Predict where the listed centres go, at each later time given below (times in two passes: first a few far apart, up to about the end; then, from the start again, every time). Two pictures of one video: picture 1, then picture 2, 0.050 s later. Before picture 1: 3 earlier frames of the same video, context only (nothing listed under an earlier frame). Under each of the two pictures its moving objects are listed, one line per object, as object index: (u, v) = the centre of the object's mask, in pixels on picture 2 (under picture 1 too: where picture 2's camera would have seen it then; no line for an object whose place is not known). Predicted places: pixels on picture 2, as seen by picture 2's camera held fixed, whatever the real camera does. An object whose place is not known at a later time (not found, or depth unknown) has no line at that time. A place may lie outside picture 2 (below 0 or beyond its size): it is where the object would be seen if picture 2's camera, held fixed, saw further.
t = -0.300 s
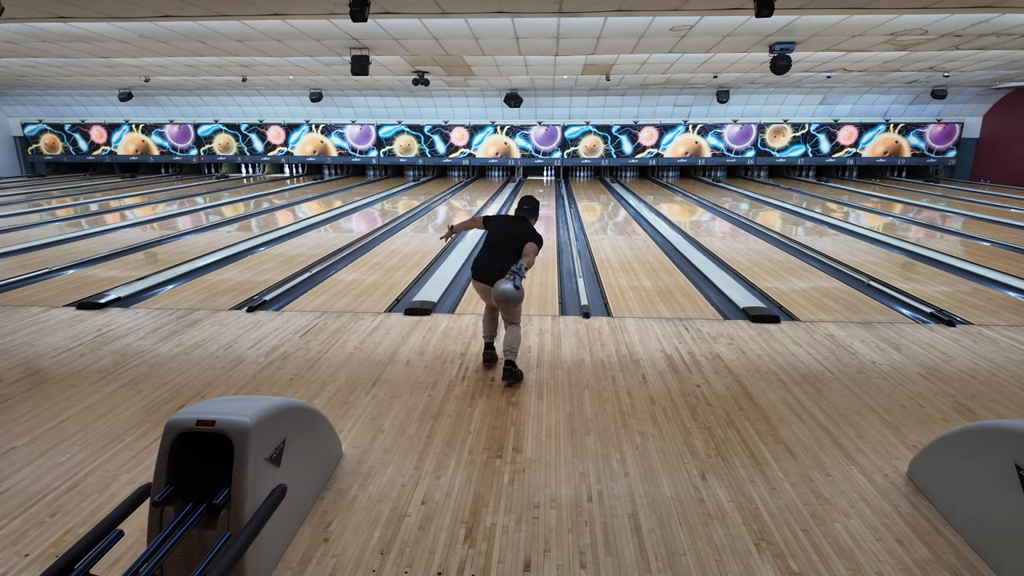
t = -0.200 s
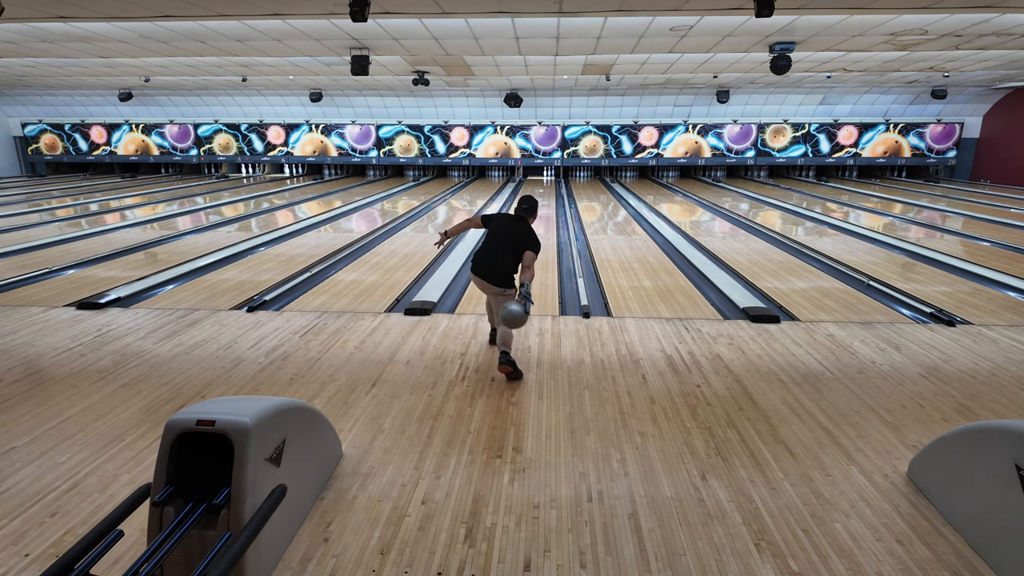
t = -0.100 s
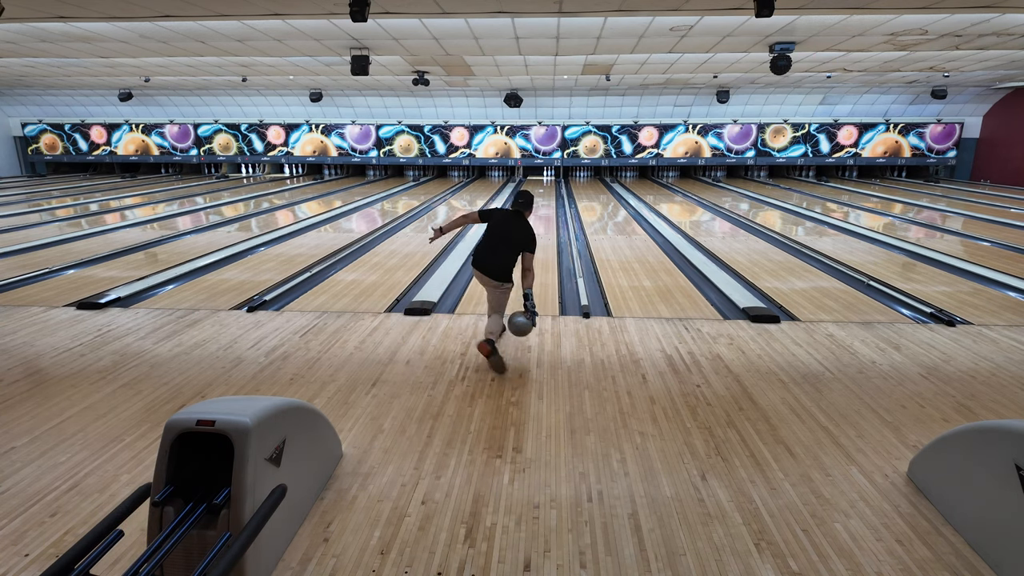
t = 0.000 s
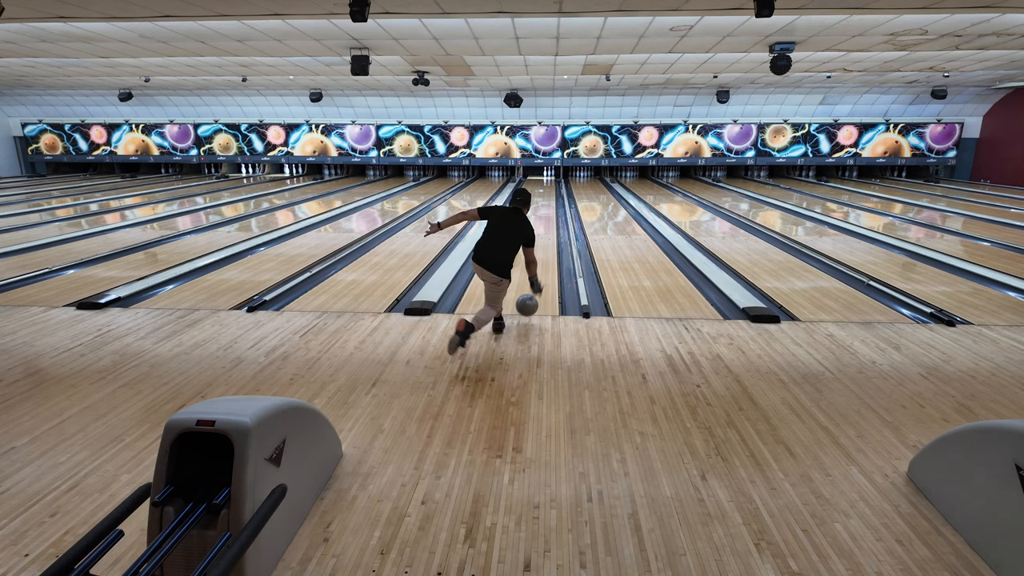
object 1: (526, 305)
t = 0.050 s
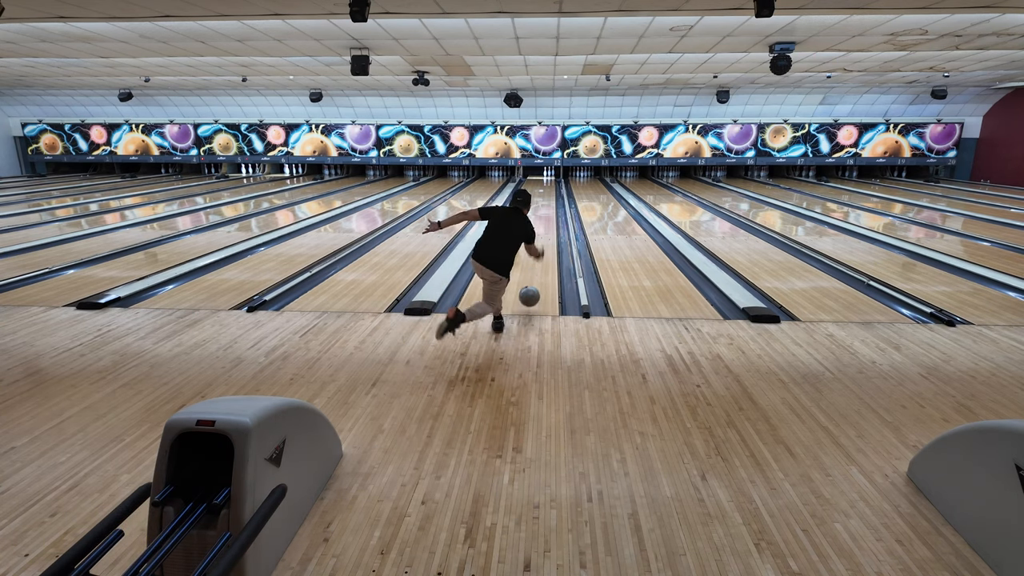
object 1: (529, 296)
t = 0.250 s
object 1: (536, 267)
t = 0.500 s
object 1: (542, 239)
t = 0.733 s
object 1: (546, 225)
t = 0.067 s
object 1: (530, 294)
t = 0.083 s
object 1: (530, 292)
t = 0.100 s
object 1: (531, 290)
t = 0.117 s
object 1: (532, 288)
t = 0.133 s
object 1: (532, 285)
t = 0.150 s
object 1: (533, 282)
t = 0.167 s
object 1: (534, 279)
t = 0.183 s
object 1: (534, 277)
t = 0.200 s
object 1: (535, 274)
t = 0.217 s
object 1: (535, 272)
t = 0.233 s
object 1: (536, 269)
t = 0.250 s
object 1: (536, 267)
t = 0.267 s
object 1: (537, 264)
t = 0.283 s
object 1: (537, 262)
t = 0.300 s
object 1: (538, 260)
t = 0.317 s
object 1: (538, 258)
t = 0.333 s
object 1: (538, 256)
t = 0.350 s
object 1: (539, 254)
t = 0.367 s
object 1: (539, 252)
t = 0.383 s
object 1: (540, 251)
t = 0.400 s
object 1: (540, 249)
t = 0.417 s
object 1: (540, 247)
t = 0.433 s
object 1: (541, 245)
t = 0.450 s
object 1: (541, 244)
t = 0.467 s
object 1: (541, 242)
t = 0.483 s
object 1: (542, 241)
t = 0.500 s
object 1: (542, 239)
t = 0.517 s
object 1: (542, 238)
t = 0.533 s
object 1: (542, 237)
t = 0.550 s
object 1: (543, 235)
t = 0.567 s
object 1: (543, 234)
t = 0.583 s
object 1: (543, 233)
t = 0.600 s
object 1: (544, 231)
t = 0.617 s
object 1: (544, 230)
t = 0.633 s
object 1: (544, 229)
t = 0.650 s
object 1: (545, 229)
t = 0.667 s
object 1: (545, 228)
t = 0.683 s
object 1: (545, 227)
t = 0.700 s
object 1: (545, 227)
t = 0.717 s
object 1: (546, 226)
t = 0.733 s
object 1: (546, 225)
